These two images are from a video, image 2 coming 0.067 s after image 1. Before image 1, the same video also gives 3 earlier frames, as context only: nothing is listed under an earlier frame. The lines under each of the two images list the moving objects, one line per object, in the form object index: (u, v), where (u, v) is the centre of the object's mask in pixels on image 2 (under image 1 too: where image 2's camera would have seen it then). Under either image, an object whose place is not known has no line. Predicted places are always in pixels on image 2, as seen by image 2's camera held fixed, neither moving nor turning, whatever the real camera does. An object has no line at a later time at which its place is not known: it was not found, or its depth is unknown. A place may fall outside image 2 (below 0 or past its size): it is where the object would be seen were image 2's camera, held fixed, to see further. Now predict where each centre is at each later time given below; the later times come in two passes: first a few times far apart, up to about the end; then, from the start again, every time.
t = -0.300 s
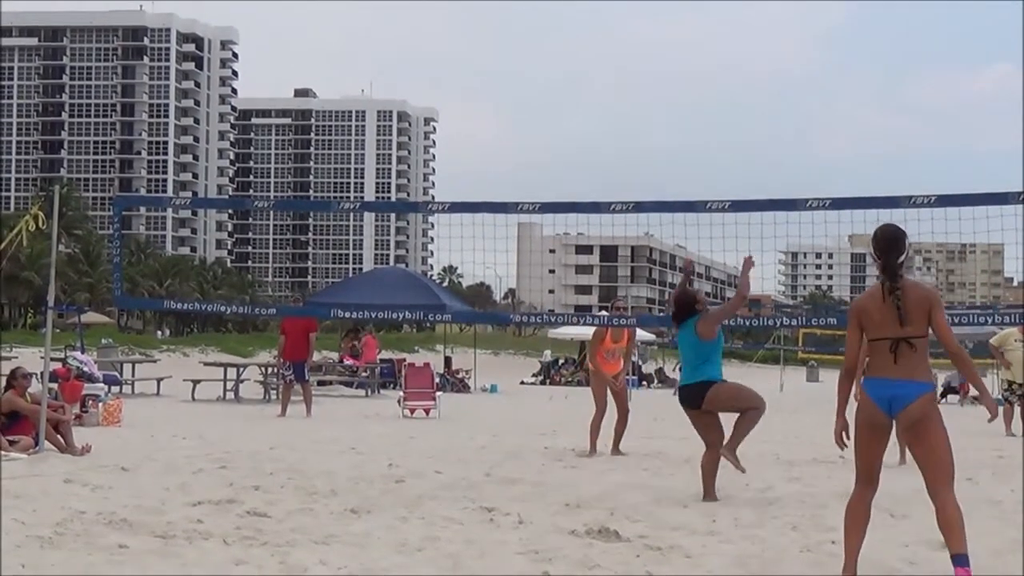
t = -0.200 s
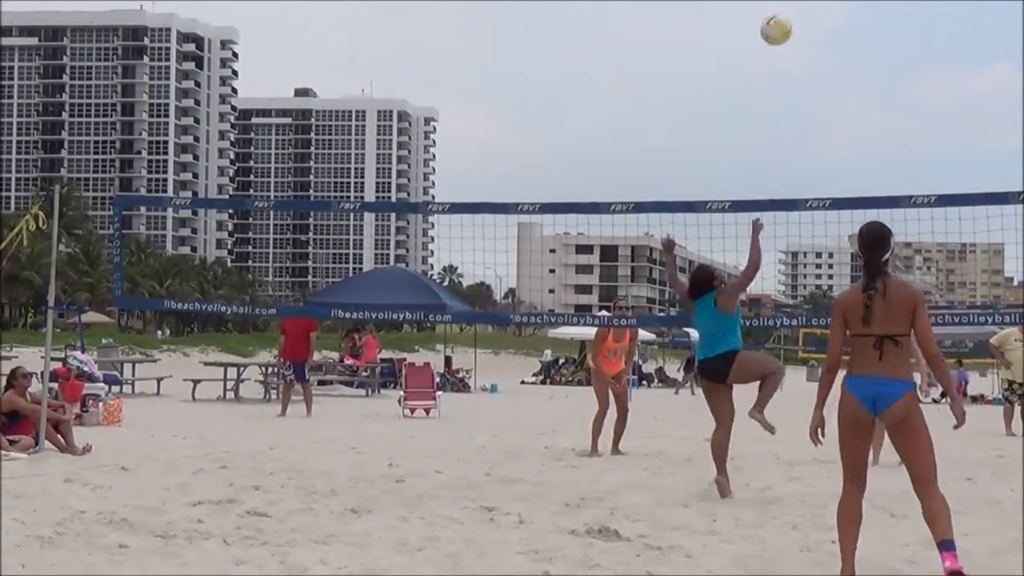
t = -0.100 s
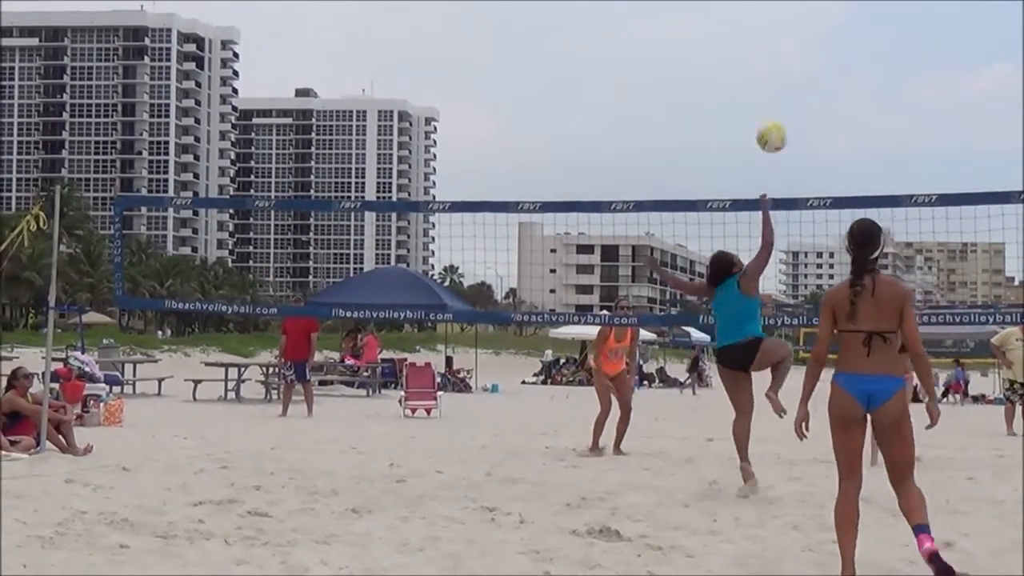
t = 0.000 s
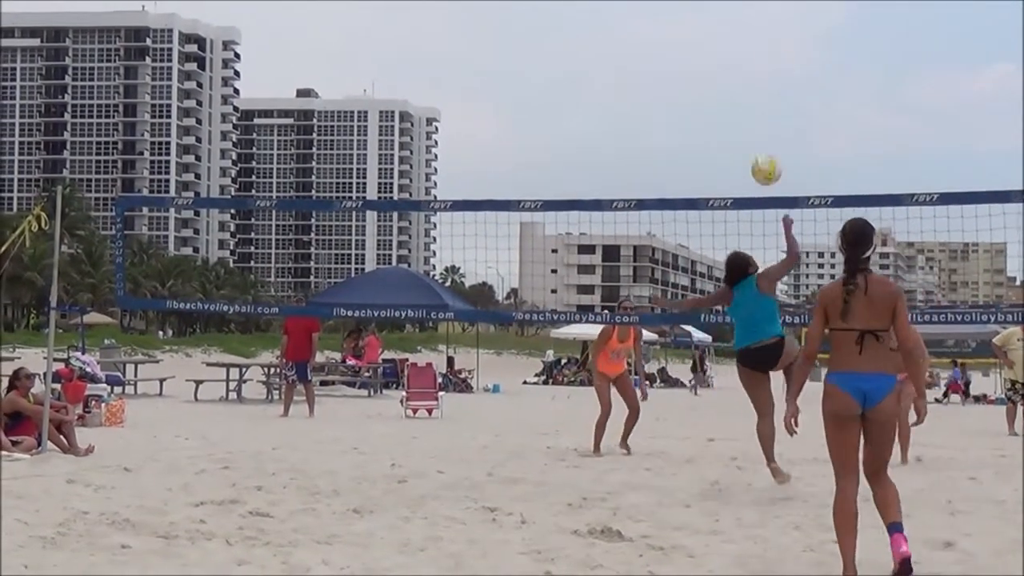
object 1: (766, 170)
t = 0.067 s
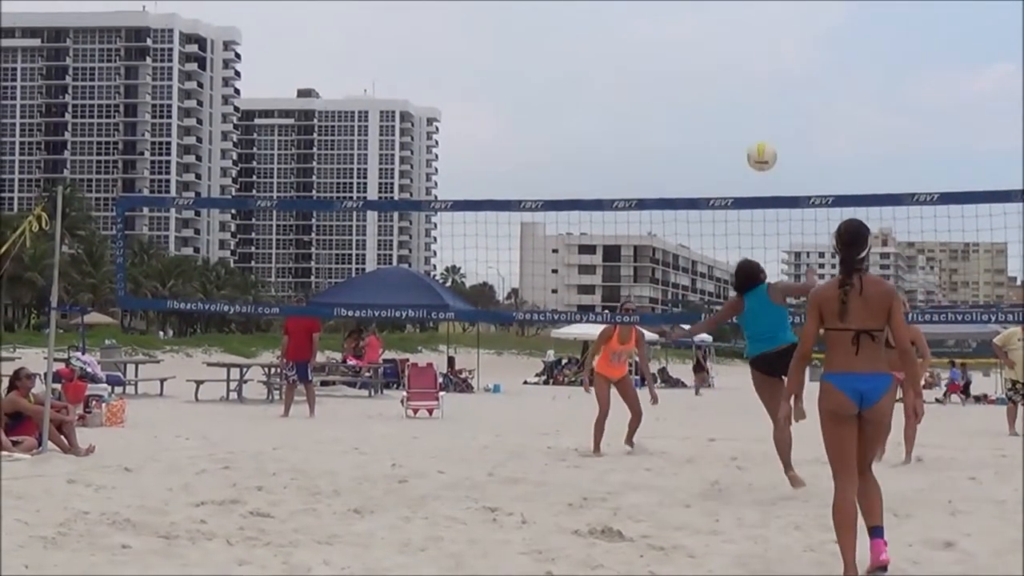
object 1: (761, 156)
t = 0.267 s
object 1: (746, 151)
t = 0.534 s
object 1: (726, 220)
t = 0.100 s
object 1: (759, 153)
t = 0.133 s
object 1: (756, 149)
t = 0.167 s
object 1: (753, 148)
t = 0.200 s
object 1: (751, 147)
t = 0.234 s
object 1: (748, 148)
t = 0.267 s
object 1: (746, 151)
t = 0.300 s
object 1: (743, 155)
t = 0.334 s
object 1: (741, 160)
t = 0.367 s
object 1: (738, 167)
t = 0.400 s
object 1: (736, 175)
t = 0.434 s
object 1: (734, 184)
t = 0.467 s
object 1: (731, 190)
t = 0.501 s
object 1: (729, 214)
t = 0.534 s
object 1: (726, 220)
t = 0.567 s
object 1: (724, 231)
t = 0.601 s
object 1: (722, 244)
